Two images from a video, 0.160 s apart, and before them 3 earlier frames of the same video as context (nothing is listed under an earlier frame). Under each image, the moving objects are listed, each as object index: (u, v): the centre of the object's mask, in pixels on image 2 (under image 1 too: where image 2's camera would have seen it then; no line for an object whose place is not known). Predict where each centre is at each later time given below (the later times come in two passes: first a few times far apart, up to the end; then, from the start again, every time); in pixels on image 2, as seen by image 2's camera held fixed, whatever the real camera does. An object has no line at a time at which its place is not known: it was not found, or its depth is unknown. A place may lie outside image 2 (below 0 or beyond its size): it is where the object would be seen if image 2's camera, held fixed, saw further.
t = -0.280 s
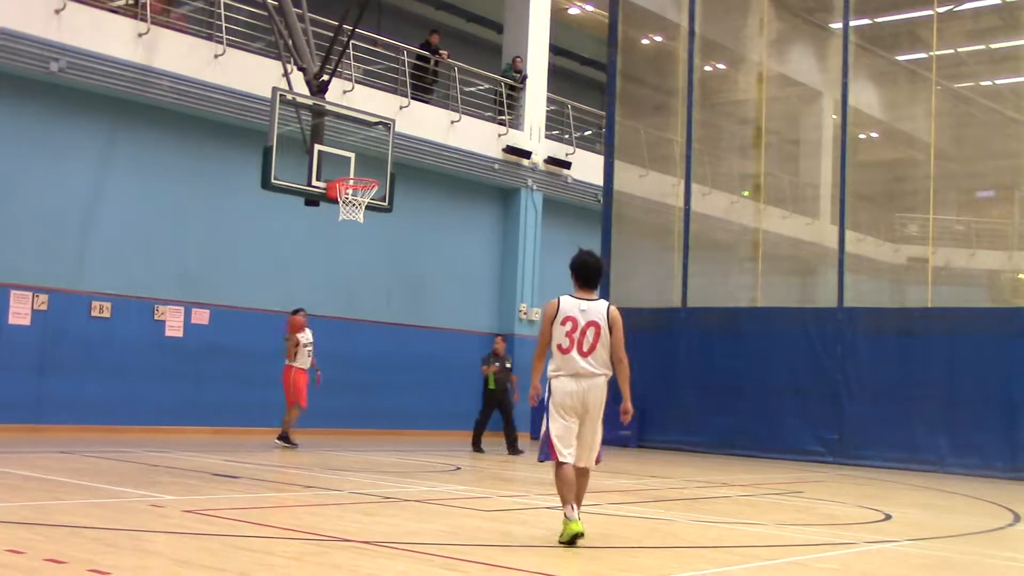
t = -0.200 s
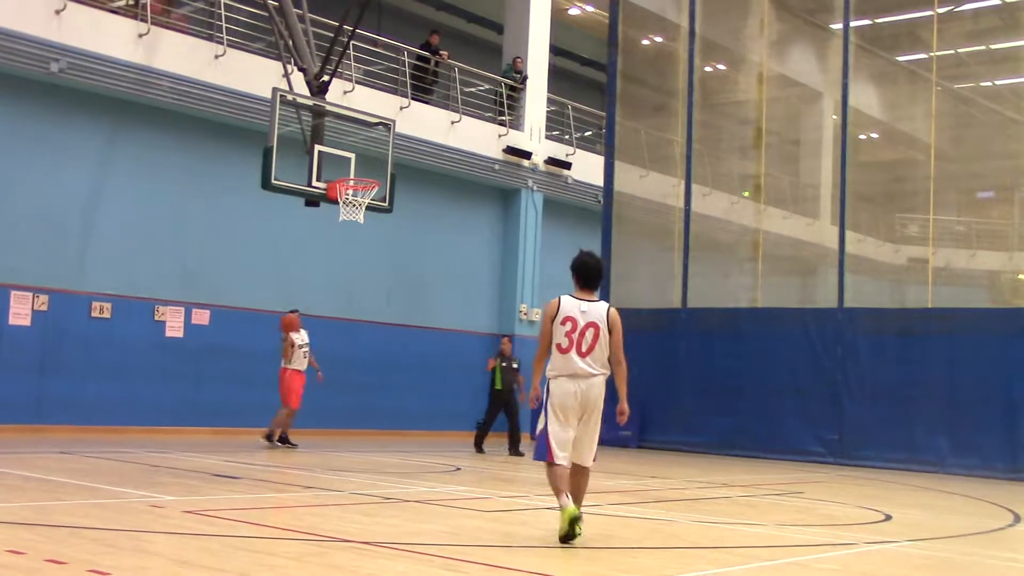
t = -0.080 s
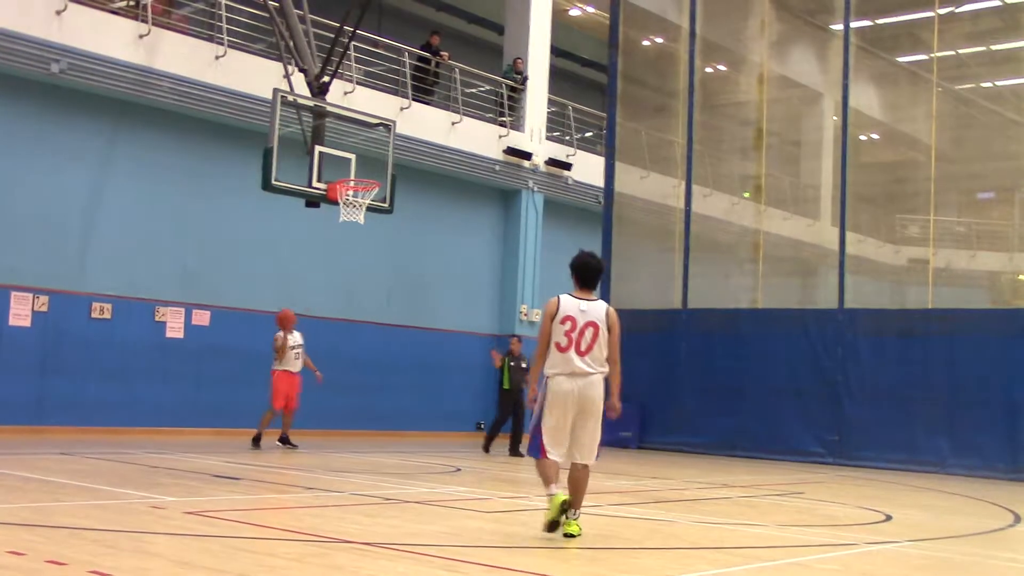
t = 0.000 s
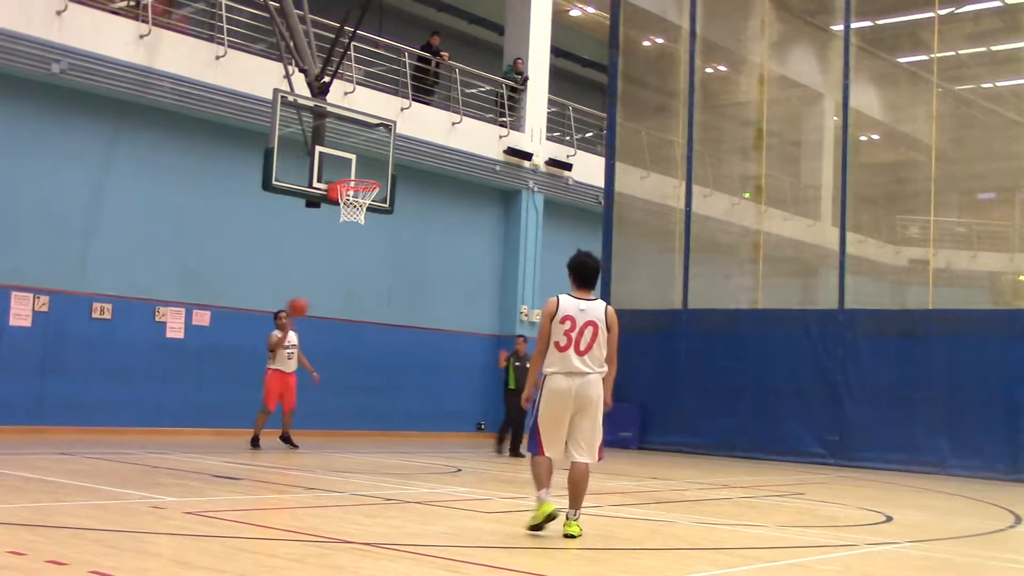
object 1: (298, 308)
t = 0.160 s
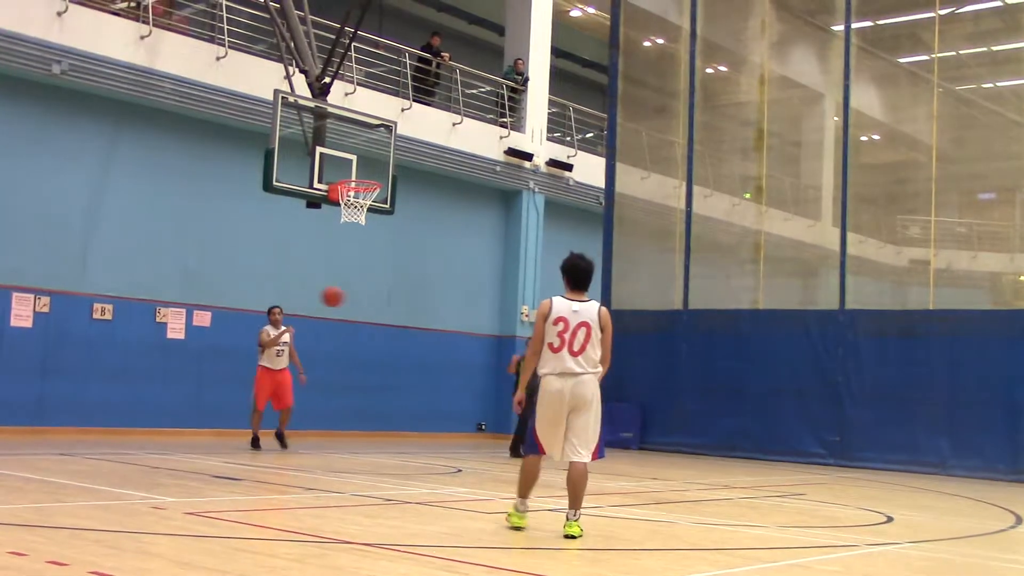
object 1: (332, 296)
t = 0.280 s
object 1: (359, 302)
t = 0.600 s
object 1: (437, 391)
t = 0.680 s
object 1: (459, 432)
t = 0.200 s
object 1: (341, 297)
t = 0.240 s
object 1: (350, 298)
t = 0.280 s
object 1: (359, 302)
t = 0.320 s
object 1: (369, 307)
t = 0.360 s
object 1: (378, 313)
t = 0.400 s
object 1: (387, 321)
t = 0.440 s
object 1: (397, 331)
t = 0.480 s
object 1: (408, 344)
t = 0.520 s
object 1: (417, 357)
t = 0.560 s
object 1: (427, 372)
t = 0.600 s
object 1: (437, 391)
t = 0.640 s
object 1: (448, 409)
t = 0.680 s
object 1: (459, 432)
